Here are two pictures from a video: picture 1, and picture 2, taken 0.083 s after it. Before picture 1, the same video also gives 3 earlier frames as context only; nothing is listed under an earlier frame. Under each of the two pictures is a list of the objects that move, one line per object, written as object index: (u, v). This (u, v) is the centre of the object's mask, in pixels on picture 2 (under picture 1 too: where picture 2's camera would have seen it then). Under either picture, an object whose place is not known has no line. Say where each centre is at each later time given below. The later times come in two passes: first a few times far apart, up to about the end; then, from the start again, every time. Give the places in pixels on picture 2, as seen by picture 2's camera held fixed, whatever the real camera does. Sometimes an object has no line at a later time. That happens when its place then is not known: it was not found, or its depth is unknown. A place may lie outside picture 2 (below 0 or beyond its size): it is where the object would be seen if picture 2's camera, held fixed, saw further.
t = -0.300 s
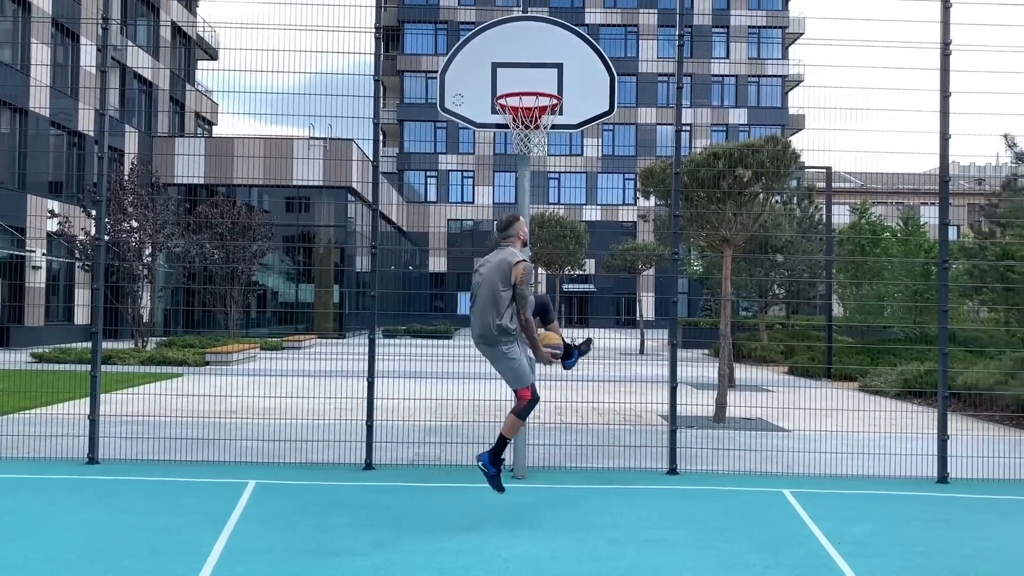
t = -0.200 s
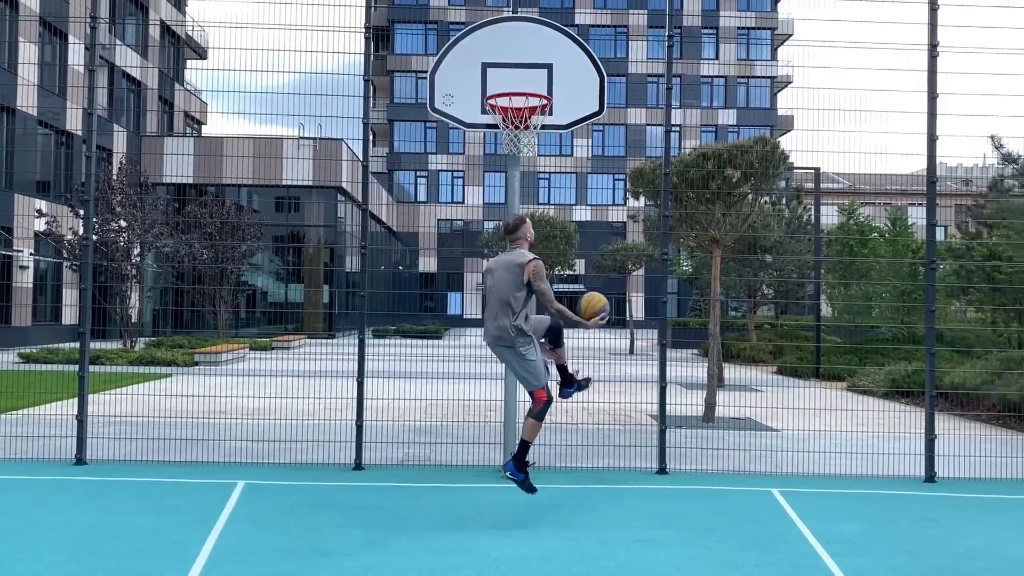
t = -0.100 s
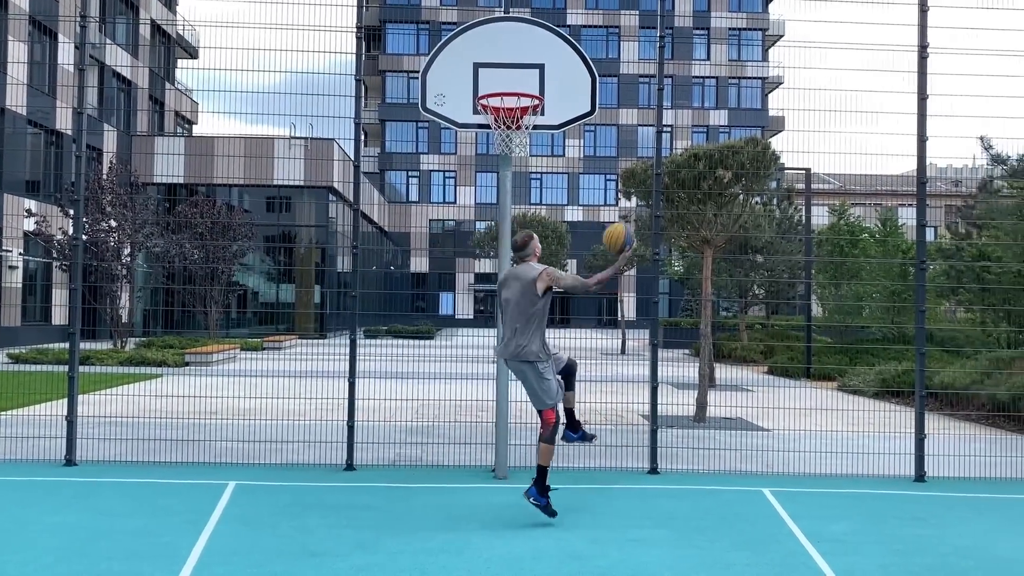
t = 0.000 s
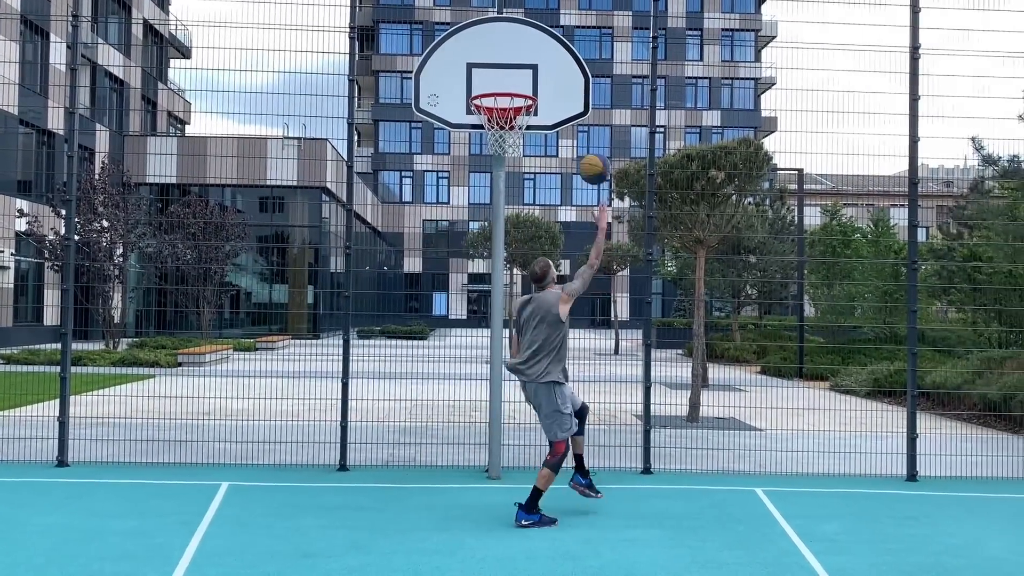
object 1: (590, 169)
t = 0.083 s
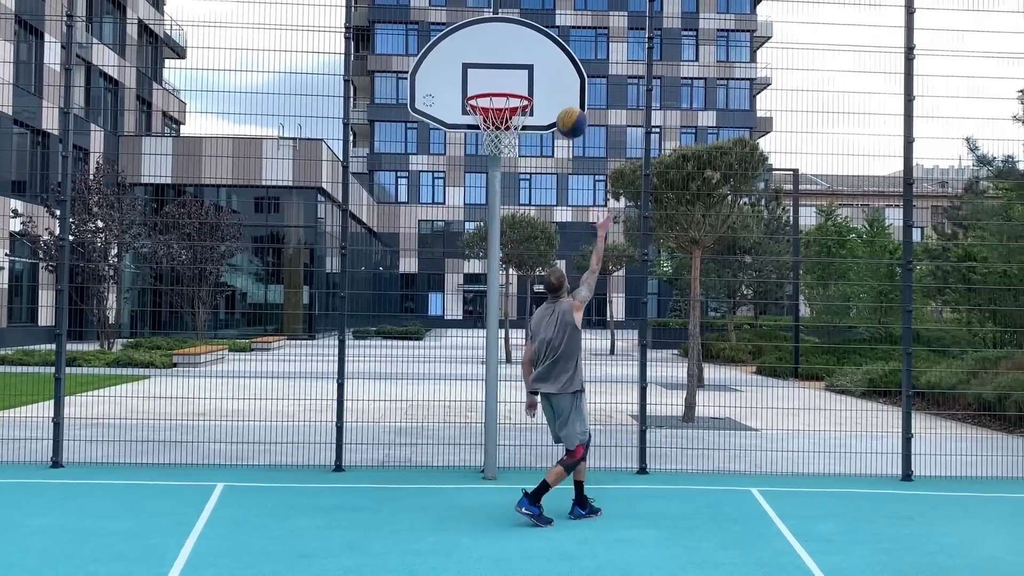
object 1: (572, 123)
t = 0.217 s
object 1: (543, 69)
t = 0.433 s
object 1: (510, 52)
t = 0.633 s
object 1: (485, 82)
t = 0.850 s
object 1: (518, 80)
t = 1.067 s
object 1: (512, 76)
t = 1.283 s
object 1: (499, 110)
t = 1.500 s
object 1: (491, 147)
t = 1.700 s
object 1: (492, 210)
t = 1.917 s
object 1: (492, 344)
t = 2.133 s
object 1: (494, 500)
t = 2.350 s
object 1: (511, 370)
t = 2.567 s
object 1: (528, 309)
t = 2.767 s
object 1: (543, 310)
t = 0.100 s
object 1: (568, 115)
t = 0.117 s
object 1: (564, 107)
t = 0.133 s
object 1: (561, 100)
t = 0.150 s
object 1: (557, 93)
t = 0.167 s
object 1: (553, 86)
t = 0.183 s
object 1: (550, 80)
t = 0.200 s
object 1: (547, 74)
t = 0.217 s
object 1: (543, 69)
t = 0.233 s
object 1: (541, 65)
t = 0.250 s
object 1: (538, 62)
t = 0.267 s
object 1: (536, 60)
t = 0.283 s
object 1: (533, 57)
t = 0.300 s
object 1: (531, 55)
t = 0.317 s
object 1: (528, 54)
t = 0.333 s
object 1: (526, 53)
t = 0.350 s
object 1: (523, 52)
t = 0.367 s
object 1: (520, 51)
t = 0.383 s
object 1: (518, 51)
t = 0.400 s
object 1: (516, 50)
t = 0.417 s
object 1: (513, 51)
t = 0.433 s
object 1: (510, 52)
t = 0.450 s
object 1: (508, 53)
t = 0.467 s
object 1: (505, 55)
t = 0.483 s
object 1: (503, 56)
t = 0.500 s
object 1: (500, 59)
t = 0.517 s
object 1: (497, 61)
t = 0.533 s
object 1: (495, 64)
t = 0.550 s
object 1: (492, 68)
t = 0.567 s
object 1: (489, 72)
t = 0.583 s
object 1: (487, 76)
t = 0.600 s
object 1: (484, 79)
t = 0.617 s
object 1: (482, 82)
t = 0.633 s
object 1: (485, 82)
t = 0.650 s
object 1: (489, 81)
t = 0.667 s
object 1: (493, 81)
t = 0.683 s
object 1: (497, 81)
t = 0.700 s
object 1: (501, 81)
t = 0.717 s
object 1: (504, 82)
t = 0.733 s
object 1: (508, 82)
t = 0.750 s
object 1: (512, 87)
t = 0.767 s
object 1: (516, 88)
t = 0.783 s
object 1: (520, 87)
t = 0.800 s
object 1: (521, 86)
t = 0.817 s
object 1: (520, 84)
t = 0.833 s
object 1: (519, 82)
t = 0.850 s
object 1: (518, 80)
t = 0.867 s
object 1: (518, 77)
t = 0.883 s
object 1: (517, 75)
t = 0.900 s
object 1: (517, 74)
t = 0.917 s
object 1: (516, 72)
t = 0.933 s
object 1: (516, 71)
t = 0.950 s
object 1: (515, 70)
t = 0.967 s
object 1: (515, 70)
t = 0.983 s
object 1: (514, 70)
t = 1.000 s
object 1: (514, 71)
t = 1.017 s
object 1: (513, 71)
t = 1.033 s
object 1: (513, 73)
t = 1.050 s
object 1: (512, 74)
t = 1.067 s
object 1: (512, 76)
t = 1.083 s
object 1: (511, 78)
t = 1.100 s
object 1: (511, 80)
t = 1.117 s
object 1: (510, 81)
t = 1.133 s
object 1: (510, 84)
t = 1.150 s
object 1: (509, 91)
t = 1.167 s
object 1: (508, 97)
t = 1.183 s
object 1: (508, 99)
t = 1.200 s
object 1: (506, 100)
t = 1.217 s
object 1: (505, 101)
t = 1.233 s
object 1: (503, 105)
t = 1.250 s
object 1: (502, 103)
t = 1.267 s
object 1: (500, 108)
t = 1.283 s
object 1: (499, 110)
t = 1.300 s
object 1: (498, 112)
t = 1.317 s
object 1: (496, 114)
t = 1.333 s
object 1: (495, 116)
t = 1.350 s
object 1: (493, 119)
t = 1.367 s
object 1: (493, 124)
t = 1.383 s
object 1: (491, 128)
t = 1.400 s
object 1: (490, 131)
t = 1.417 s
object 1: (490, 134)
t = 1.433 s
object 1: (491, 136)
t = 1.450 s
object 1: (490, 137)
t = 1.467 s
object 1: (491, 141)
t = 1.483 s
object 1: (491, 146)
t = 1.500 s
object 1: (491, 147)
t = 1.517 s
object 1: (491, 150)
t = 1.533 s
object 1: (491, 152)
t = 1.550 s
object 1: (491, 156)
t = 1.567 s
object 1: (491, 161)
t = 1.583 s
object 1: (491, 166)
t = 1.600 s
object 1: (491, 171)
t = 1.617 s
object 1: (491, 177)
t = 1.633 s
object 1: (491, 184)
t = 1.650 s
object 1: (491, 189)
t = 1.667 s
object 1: (492, 196)
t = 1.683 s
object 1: (492, 203)
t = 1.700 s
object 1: (492, 210)
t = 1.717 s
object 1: (491, 218)
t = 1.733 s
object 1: (492, 226)
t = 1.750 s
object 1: (492, 235)
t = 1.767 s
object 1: (492, 244)
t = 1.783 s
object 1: (492, 254)
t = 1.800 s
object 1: (492, 264)
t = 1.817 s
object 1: (492, 274)
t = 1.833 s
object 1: (493, 284)
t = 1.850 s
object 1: (492, 296)
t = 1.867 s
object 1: (492, 307)
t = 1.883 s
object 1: (492, 319)
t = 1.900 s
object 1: (493, 331)
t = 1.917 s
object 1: (492, 344)
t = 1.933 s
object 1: (492, 357)
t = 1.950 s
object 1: (492, 371)
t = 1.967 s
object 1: (492, 385)
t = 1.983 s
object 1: (492, 400)
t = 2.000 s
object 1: (492, 415)
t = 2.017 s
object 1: (492, 430)
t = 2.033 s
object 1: (491, 446)
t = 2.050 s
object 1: (491, 463)
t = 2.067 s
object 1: (492, 479)
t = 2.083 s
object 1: (492, 497)
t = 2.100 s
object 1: (492, 514)
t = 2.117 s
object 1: (492, 512)
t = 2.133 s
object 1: (494, 500)
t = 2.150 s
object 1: (495, 488)
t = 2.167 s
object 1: (496, 475)
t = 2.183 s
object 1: (497, 464)
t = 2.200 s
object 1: (498, 453)
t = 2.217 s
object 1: (500, 441)
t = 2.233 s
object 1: (501, 431)
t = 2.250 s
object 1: (503, 421)
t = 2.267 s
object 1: (504, 411)
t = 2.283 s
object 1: (506, 402)
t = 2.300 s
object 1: (507, 394)
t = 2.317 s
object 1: (508, 385)
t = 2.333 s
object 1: (510, 378)
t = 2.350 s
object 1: (511, 370)
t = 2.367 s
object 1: (512, 363)
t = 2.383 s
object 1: (514, 356)
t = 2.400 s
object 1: (515, 349)
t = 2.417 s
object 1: (516, 344)
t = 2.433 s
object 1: (517, 338)
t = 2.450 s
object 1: (519, 333)
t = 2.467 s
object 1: (520, 329)
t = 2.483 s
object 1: (522, 324)
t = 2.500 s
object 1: (523, 320)
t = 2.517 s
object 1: (524, 317)
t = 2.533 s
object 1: (526, 314)
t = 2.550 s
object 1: (527, 312)
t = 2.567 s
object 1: (528, 309)
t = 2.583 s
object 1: (530, 307)
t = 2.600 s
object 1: (531, 306)
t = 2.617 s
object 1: (532, 304)
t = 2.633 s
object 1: (533, 304)
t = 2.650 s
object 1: (534, 303)
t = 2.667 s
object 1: (535, 303)
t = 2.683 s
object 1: (536, 303)
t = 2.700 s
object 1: (538, 304)
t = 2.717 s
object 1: (539, 305)
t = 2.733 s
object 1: (540, 306)
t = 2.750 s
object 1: (541, 308)
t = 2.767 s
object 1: (543, 310)
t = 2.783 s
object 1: (544, 313)
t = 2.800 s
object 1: (545, 316)
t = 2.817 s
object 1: (546, 319)
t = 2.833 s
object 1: (547, 322)
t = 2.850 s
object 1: (549, 326)
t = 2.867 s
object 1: (550, 331)
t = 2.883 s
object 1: (551, 336)
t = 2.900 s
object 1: (552, 341)
